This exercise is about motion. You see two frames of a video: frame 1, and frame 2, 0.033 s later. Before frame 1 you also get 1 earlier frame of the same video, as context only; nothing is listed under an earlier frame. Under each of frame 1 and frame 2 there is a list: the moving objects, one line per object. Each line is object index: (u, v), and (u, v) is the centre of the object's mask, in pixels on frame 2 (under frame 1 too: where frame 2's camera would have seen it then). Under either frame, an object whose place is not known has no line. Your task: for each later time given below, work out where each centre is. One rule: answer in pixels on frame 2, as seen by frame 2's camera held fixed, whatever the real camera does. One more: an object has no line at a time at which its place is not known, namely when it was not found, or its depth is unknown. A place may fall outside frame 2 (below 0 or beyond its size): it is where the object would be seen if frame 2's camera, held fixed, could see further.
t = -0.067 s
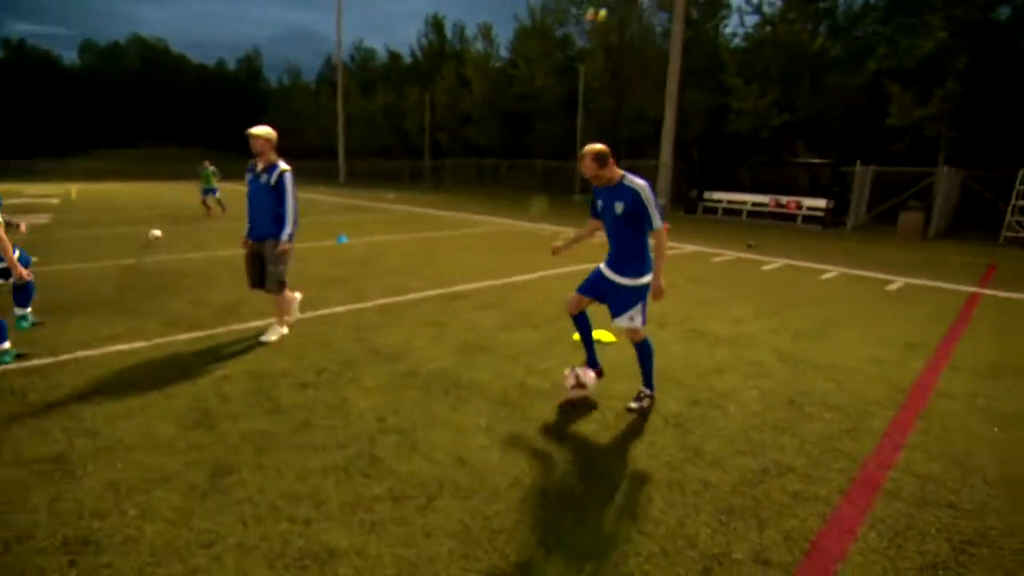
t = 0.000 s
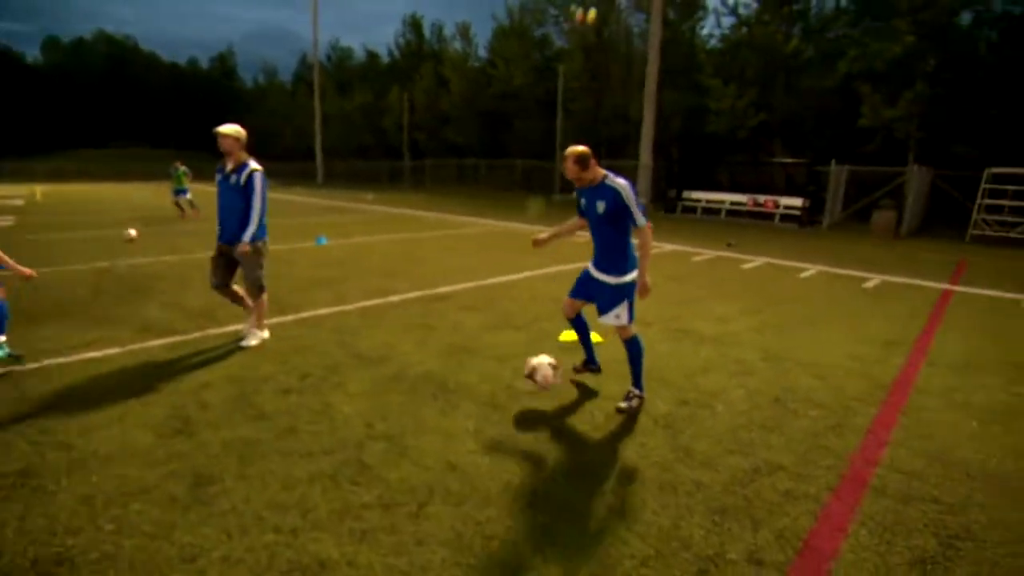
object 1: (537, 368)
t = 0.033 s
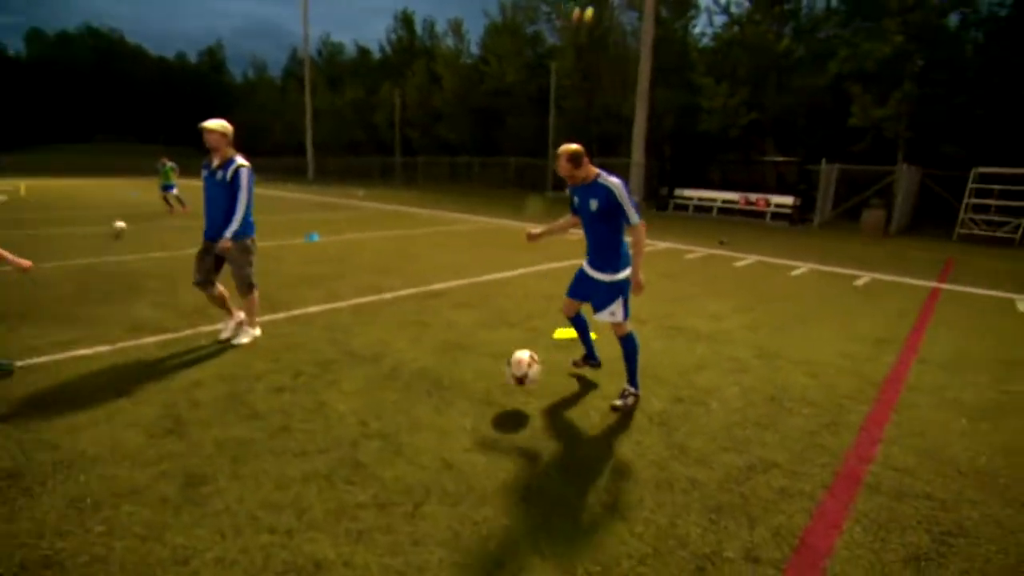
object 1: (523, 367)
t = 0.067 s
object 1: (510, 366)
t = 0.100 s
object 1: (496, 367)
